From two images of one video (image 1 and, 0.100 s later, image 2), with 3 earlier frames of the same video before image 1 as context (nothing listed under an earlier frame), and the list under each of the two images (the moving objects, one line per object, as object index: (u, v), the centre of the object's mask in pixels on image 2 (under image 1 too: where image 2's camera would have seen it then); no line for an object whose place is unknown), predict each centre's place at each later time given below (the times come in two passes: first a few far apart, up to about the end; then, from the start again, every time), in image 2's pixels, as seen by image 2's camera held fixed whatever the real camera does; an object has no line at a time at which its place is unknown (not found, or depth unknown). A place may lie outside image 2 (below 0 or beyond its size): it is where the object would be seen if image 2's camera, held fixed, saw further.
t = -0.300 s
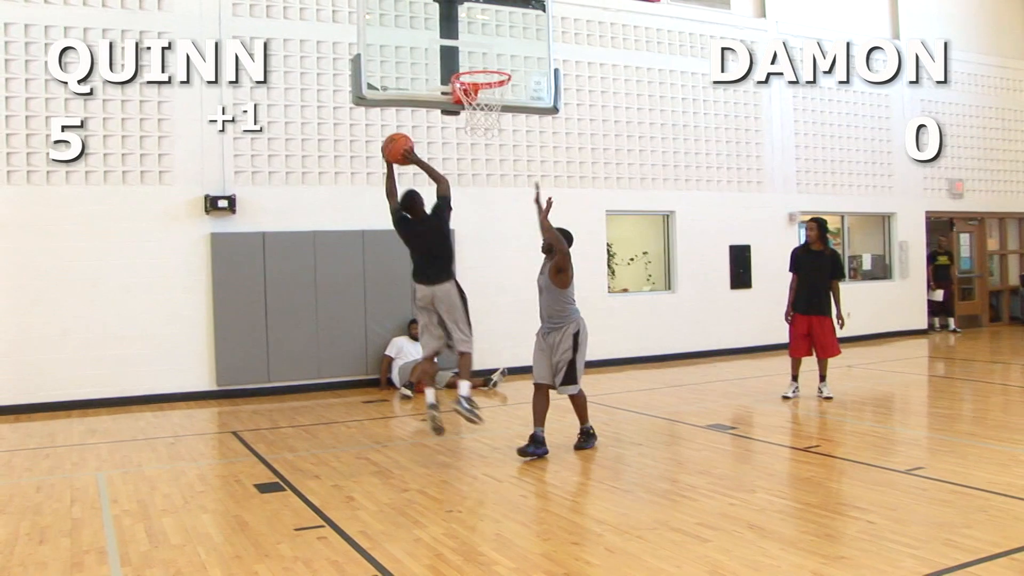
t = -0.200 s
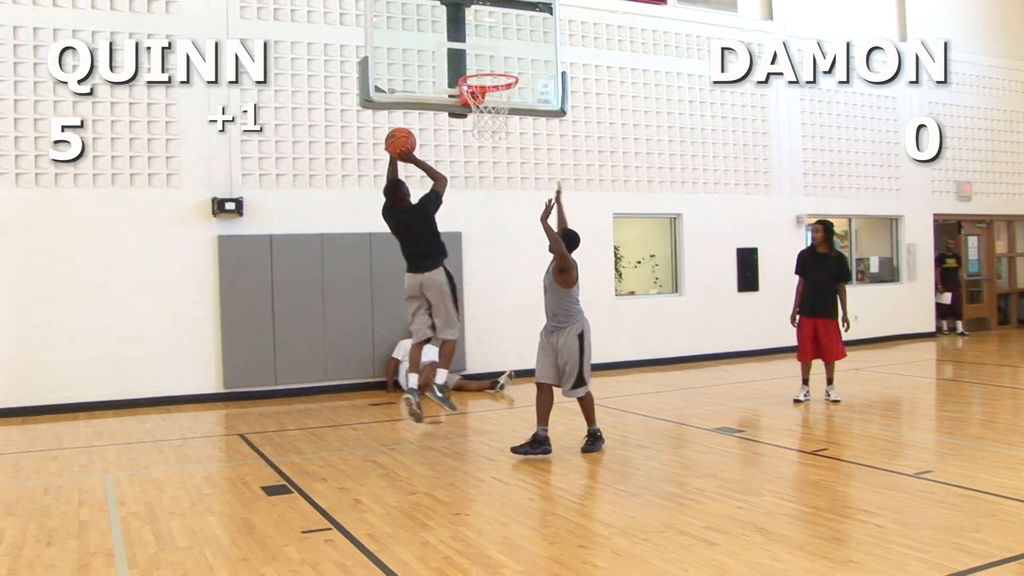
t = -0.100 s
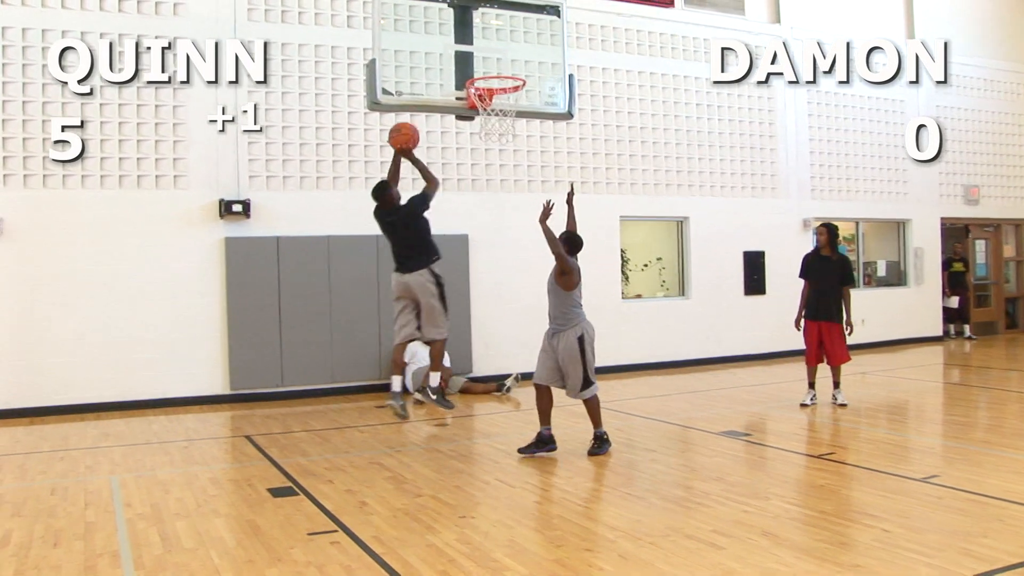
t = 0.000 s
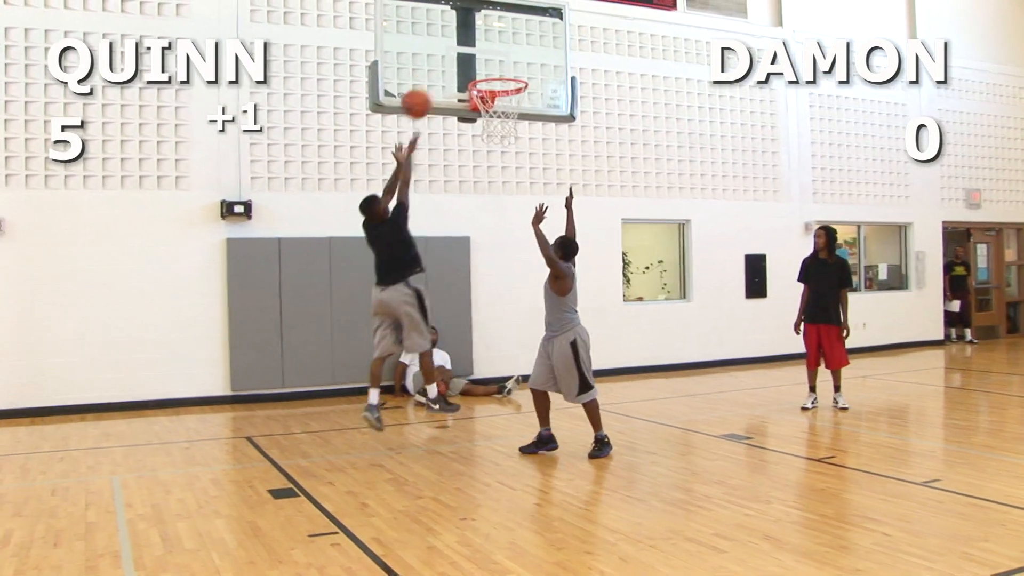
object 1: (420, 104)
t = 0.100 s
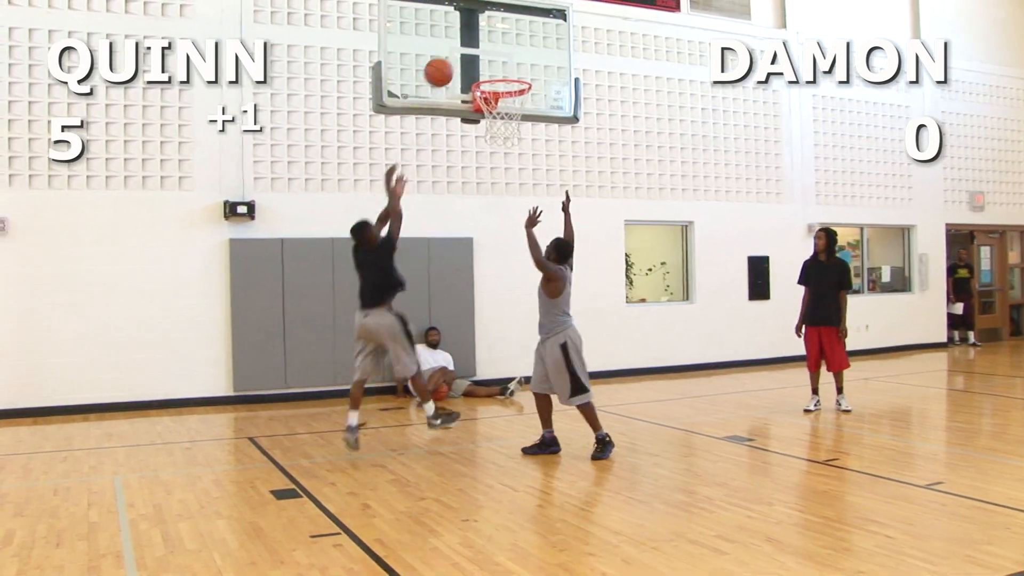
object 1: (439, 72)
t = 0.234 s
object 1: (462, 50)
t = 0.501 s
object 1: (510, 69)
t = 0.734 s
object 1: (491, 93)
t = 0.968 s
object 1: (523, 133)
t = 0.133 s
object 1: (444, 65)
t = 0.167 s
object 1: (451, 59)
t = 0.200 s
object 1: (456, 54)
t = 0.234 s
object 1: (462, 50)
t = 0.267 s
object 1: (467, 48)
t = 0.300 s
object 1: (473, 47)
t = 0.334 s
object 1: (479, 48)
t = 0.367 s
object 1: (485, 50)
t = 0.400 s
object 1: (491, 53)
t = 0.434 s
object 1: (497, 57)
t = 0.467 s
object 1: (503, 63)
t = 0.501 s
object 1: (510, 69)
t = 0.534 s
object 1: (516, 80)
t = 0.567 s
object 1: (513, 81)
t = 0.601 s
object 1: (506, 82)
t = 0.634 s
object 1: (500, 84)
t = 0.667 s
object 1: (498, 85)
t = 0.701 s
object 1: (493, 90)
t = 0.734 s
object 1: (491, 93)
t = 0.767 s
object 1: (493, 96)
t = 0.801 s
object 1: (498, 101)
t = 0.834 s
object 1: (503, 106)
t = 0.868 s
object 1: (511, 113)
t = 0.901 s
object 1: (516, 120)
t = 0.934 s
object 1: (520, 126)
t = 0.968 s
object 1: (523, 133)
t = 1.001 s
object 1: (526, 141)
